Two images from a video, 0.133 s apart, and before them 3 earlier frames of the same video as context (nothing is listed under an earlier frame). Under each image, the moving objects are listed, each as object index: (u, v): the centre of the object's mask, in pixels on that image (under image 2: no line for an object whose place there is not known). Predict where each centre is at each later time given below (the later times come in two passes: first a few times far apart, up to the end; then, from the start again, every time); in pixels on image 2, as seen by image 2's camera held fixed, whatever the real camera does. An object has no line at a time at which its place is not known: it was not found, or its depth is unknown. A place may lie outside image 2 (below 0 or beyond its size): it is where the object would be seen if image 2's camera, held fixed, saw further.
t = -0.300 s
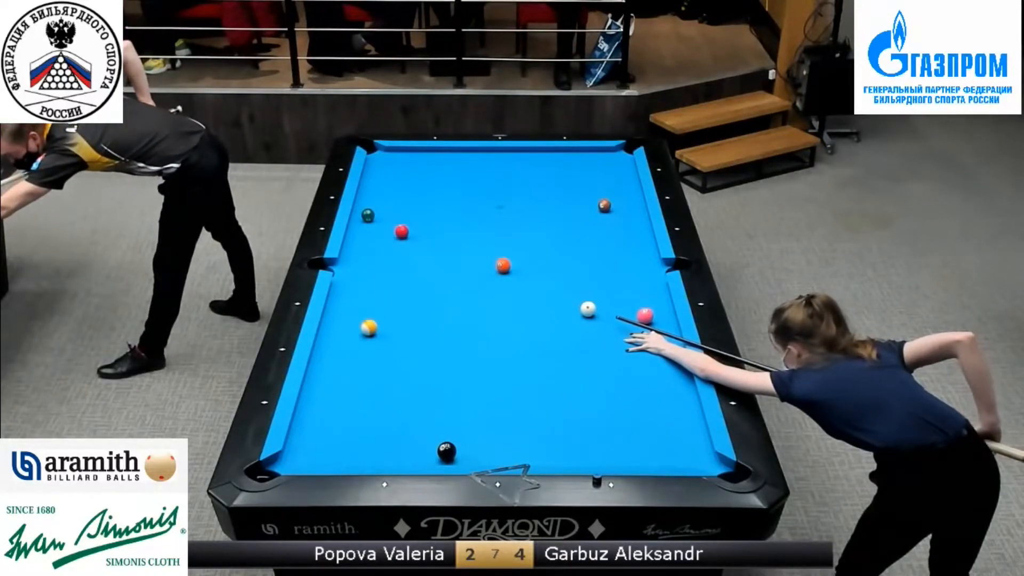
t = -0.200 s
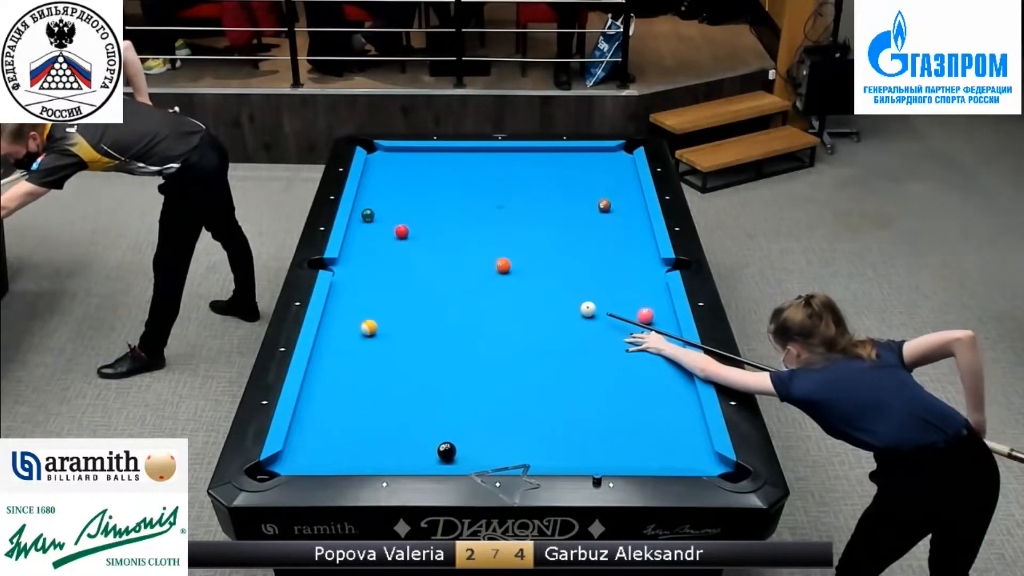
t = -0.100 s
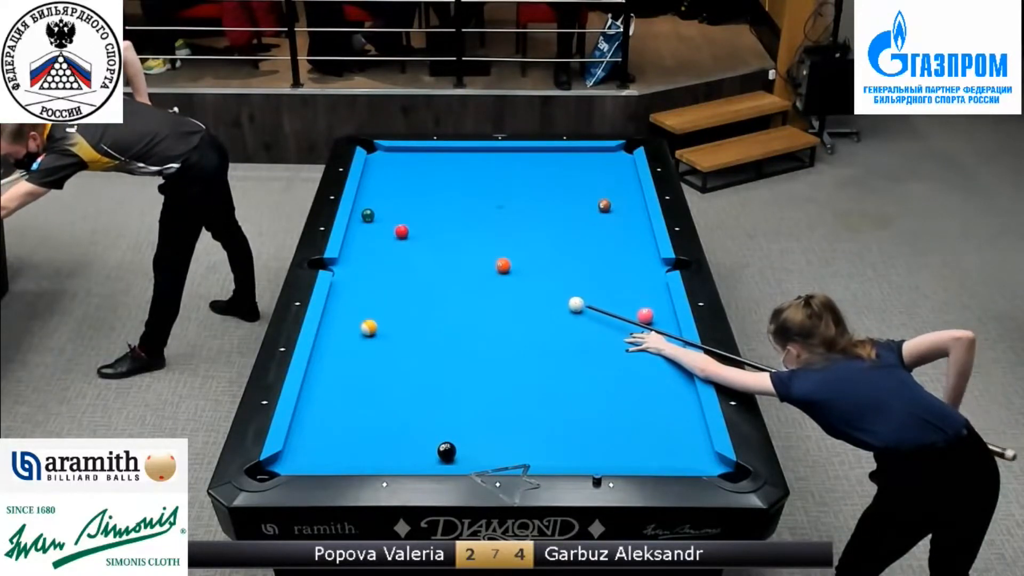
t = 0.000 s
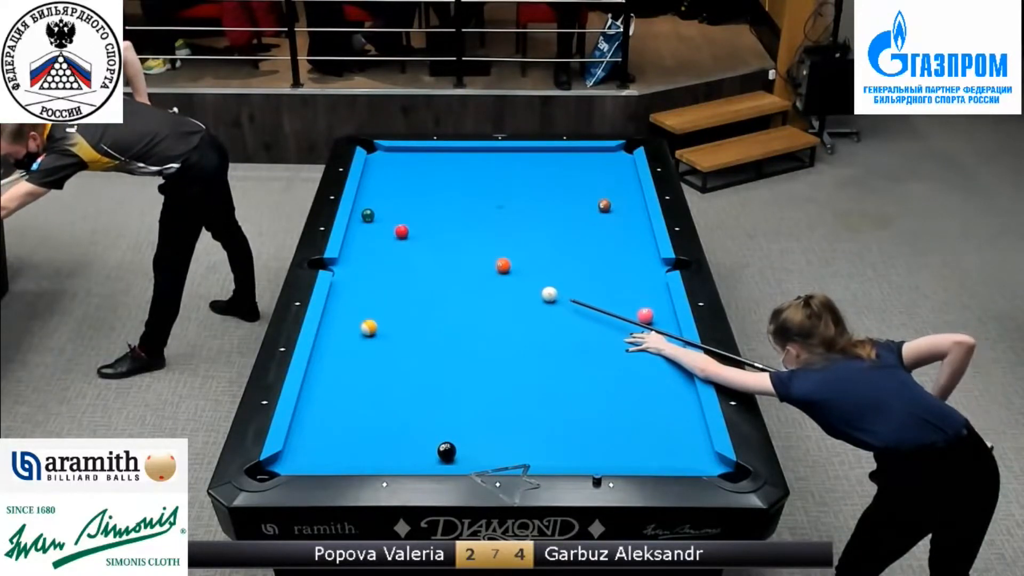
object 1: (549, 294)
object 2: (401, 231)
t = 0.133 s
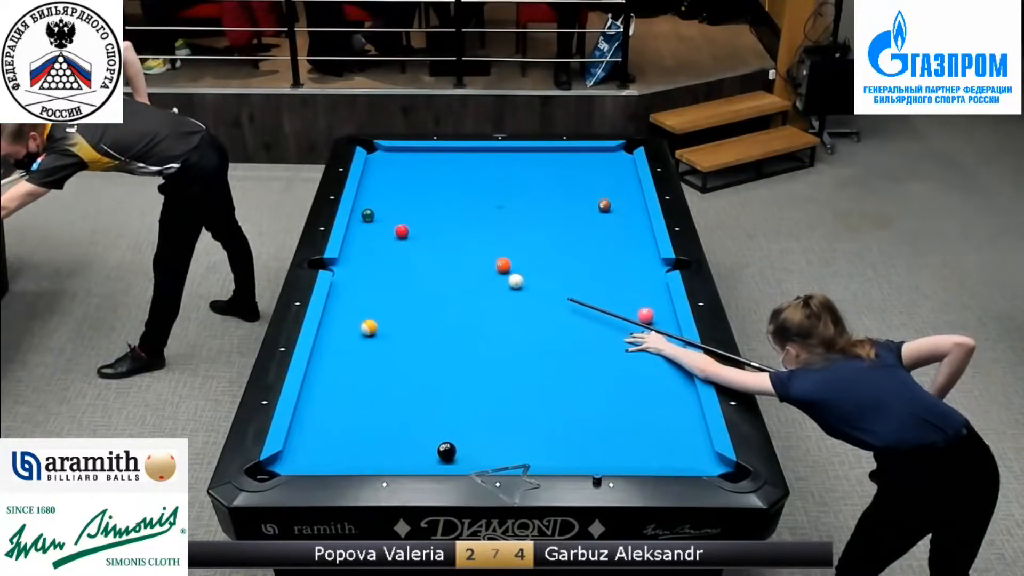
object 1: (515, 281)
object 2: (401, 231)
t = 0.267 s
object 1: (483, 269)
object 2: (401, 231)
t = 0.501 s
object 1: (431, 248)
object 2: (401, 231)
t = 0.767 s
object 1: (380, 238)
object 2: (397, 222)
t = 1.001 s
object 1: (357, 236)
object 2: (392, 209)
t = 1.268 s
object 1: (383, 235)
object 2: (386, 196)
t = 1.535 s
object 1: (407, 235)
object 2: (380, 184)
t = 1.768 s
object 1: (428, 234)
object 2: (376, 174)
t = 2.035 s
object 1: (450, 234)
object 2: (371, 164)
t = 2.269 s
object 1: (467, 234)
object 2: (373, 157)
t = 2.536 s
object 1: (487, 234)
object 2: (379, 149)
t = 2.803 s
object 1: (504, 234)
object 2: (373, 149)
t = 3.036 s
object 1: (519, 233)
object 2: (369, 149)
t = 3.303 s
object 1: (534, 233)
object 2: (370, 149)
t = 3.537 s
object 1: (546, 233)
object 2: (370, 149)
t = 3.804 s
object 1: (558, 233)
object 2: (370, 149)
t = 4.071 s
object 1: (569, 234)
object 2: (370, 148)
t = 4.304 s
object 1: (577, 233)
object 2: (370, 148)
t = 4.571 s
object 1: (585, 234)
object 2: (370, 148)
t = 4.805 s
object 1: (591, 233)
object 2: (370, 148)
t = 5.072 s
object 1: (597, 233)
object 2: (370, 148)
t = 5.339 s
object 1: (601, 234)
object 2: (370, 148)
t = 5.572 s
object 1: (603, 234)
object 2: (370, 148)
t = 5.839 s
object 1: (604, 233)
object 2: (370, 148)
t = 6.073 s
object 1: (604, 233)
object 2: (370, 149)
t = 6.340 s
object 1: (604, 233)
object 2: (370, 149)
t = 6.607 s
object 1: (604, 233)
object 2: (370, 149)
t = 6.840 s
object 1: (604, 233)
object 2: (370, 148)
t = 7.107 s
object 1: (604, 233)
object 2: (370, 149)
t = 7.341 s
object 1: (604, 233)
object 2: (370, 149)
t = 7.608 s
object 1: (604, 233)
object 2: (370, 149)
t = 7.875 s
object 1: (604, 233)
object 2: (370, 149)
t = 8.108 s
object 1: (604, 233)
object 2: (370, 149)
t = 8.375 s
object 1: (604, 233)
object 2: (370, 149)
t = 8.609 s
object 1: (604, 233)
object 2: (370, 149)
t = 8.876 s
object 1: (604, 233)
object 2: (370, 149)
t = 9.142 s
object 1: (604, 233)
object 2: (370, 149)
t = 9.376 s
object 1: (604, 233)
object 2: (370, 149)
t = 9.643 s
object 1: (604, 233)
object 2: (370, 149)
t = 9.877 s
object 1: (604, 233)
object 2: (370, 149)
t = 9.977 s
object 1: (604, 233)
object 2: (370, 149)
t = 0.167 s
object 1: (507, 278)
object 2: (401, 231)
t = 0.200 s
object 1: (499, 275)
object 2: (401, 231)
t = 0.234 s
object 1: (491, 272)
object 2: (401, 231)
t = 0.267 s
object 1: (483, 269)
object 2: (401, 231)
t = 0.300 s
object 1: (475, 266)
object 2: (401, 231)
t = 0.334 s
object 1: (468, 263)
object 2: (401, 231)
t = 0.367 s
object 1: (460, 260)
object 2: (401, 231)
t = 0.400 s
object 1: (453, 257)
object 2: (401, 231)
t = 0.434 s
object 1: (445, 254)
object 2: (401, 231)
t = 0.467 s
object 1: (438, 251)
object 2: (401, 231)
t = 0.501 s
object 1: (431, 248)
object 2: (401, 231)
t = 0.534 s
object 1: (424, 246)
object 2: (401, 231)
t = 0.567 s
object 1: (417, 243)
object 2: (401, 231)
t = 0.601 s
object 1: (410, 240)
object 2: (401, 230)
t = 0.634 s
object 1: (403, 238)
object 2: (400, 229)
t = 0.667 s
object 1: (397, 238)
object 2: (401, 227)
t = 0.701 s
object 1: (392, 238)
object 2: (399, 226)
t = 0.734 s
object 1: (385, 238)
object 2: (399, 224)
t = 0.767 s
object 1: (380, 238)
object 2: (397, 222)
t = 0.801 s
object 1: (374, 237)
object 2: (397, 220)
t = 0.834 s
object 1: (369, 237)
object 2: (396, 218)
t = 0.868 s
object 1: (363, 237)
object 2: (395, 216)
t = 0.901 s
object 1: (357, 236)
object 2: (394, 214)
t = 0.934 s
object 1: (352, 236)
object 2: (393, 213)
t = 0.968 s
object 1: (353, 236)
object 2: (392, 211)
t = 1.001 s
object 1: (357, 236)
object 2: (392, 209)
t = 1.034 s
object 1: (360, 236)
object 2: (391, 208)
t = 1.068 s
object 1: (364, 236)
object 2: (390, 206)
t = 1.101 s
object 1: (367, 236)
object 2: (390, 204)
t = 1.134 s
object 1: (370, 236)
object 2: (389, 203)
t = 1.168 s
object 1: (373, 235)
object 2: (388, 201)
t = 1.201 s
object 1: (376, 235)
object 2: (387, 199)
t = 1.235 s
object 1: (380, 235)
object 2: (387, 198)
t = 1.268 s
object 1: (383, 235)
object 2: (386, 196)
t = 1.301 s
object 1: (386, 235)
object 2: (385, 195)
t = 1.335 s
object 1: (389, 235)
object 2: (385, 193)
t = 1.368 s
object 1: (392, 235)
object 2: (384, 191)
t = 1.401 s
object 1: (395, 235)
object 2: (383, 190)
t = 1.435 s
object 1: (399, 235)
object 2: (383, 188)
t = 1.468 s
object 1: (401, 235)
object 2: (382, 187)
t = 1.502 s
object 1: (405, 235)
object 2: (381, 186)
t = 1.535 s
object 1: (407, 235)
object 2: (380, 184)
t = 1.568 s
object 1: (411, 235)
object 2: (380, 183)
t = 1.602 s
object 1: (413, 235)
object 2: (379, 181)
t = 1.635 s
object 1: (416, 235)
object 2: (379, 180)
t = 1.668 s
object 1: (419, 235)
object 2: (378, 179)
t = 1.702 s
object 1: (422, 234)
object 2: (377, 177)
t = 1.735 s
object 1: (425, 234)
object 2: (377, 176)
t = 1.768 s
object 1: (428, 234)
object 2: (376, 174)
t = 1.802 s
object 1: (431, 234)
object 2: (376, 173)
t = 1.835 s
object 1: (433, 234)
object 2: (375, 172)
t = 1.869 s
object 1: (436, 234)
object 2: (374, 170)
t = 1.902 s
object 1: (439, 234)
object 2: (374, 169)
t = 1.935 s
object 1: (442, 234)
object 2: (373, 168)
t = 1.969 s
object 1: (444, 234)
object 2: (372, 167)
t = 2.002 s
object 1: (447, 234)
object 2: (372, 166)
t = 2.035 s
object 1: (450, 234)
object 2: (371, 164)
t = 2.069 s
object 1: (452, 234)
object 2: (371, 163)
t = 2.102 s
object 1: (455, 234)
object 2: (370, 161)
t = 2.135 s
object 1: (457, 234)
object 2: (370, 161)
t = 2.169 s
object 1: (460, 234)
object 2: (371, 160)
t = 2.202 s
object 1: (462, 234)
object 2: (371, 159)
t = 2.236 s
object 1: (465, 234)
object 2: (372, 158)
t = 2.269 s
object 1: (467, 234)
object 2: (373, 157)
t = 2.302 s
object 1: (470, 234)
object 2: (373, 156)
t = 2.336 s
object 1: (472, 234)
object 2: (375, 155)
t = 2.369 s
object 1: (475, 233)
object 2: (376, 154)
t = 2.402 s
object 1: (477, 233)
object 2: (377, 153)
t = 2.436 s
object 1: (479, 234)
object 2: (377, 152)
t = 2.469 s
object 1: (482, 234)
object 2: (378, 151)
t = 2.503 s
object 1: (484, 233)
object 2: (378, 150)
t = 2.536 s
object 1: (487, 234)
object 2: (379, 149)
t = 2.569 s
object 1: (489, 234)
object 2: (379, 148)
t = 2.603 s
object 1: (491, 234)
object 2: (378, 148)
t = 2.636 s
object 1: (494, 234)
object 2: (377, 148)
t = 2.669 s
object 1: (496, 234)
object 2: (376, 149)
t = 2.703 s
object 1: (498, 234)
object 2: (376, 149)
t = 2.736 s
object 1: (500, 234)
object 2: (374, 149)
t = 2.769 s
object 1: (502, 233)
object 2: (373, 149)
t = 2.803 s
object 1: (504, 234)
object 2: (373, 149)
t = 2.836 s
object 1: (506, 234)
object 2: (372, 149)
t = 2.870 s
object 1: (509, 233)
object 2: (371, 149)
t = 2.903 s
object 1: (511, 234)
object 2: (370, 149)
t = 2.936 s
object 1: (512, 234)
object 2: (369, 149)
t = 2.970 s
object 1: (515, 234)
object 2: (369, 149)
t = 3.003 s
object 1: (517, 233)
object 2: (369, 149)
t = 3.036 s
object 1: (519, 233)
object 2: (369, 149)
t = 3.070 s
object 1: (521, 234)
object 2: (369, 149)
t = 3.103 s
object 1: (522, 234)
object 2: (369, 149)
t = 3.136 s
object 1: (524, 233)
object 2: (369, 149)
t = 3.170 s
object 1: (526, 233)
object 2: (369, 149)
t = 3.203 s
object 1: (528, 233)
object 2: (369, 149)
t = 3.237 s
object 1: (530, 233)
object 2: (369, 149)
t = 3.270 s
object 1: (532, 233)
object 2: (369, 149)
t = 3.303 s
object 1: (534, 233)
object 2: (370, 149)
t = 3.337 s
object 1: (535, 233)
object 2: (370, 149)
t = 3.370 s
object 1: (537, 233)
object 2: (370, 149)
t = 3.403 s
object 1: (539, 233)
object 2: (370, 149)
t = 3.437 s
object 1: (541, 233)
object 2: (370, 148)
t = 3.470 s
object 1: (542, 233)
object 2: (370, 148)
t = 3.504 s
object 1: (544, 234)
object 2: (370, 148)
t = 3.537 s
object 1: (546, 233)
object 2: (370, 149)
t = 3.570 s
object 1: (547, 233)
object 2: (370, 149)
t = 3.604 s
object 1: (549, 233)
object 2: (370, 149)
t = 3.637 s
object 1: (550, 234)
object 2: (370, 149)
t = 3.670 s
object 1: (552, 234)
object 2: (370, 149)
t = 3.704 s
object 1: (553, 233)
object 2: (370, 148)
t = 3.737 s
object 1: (555, 233)
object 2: (370, 149)
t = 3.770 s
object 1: (556, 234)
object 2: (370, 148)
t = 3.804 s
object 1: (558, 233)
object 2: (370, 149)
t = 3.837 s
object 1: (559, 234)
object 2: (370, 149)
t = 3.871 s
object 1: (561, 234)
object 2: (370, 149)
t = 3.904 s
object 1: (562, 234)
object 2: (370, 149)
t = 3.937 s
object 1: (564, 233)
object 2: (370, 148)
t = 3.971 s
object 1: (565, 234)
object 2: (370, 149)
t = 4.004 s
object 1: (566, 234)
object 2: (370, 149)
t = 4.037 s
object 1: (567, 234)
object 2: (370, 148)
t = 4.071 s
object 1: (569, 234)
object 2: (370, 148)
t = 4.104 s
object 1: (570, 234)
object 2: (370, 148)
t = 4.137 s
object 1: (571, 234)
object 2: (370, 148)
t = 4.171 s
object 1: (573, 234)
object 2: (370, 148)
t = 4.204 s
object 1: (574, 233)
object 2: (370, 149)
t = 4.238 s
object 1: (575, 234)
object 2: (370, 149)
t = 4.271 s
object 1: (576, 234)
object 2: (370, 148)
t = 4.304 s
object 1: (577, 233)
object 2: (370, 148)
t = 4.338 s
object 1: (578, 233)
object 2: (370, 148)
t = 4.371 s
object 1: (579, 233)
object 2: (370, 148)
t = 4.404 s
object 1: (580, 233)
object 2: (370, 149)
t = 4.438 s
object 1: (581, 233)
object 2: (370, 148)
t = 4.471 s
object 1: (582, 233)
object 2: (370, 148)
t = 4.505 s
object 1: (583, 233)
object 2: (370, 148)
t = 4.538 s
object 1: (584, 234)
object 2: (370, 148)
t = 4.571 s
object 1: (585, 234)
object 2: (370, 148)
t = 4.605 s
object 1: (586, 233)
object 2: (370, 148)
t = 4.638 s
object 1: (587, 233)
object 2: (370, 148)
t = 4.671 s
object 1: (588, 234)
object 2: (370, 148)
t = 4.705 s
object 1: (589, 233)
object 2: (370, 149)
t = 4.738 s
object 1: (590, 233)
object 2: (370, 149)
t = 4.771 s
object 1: (591, 233)
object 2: (370, 148)
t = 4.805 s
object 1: (591, 233)
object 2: (370, 148)
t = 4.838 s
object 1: (592, 233)
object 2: (370, 149)
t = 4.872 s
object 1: (593, 234)
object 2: (370, 149)
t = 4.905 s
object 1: (594, 233)
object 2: (370, 148)
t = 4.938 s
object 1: (594, 233)
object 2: (370, 149)
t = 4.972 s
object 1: (595, 233)
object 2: (370, 149)
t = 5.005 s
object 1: (596, 233)
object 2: (370, 148)
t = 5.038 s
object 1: (596, 233)
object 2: (370, 148)
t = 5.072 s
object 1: (597, 233)
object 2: (370, 148)
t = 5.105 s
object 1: (597, 233)
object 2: (370, 148)
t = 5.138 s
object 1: (598, 233)
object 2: (370, 149)
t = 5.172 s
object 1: (598, 233)
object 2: (370, 149)
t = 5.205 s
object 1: (599, 234)
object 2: (370, 148)
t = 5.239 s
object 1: (599, 234)
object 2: (370, 149)
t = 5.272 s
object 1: (600, 234)
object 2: (370, 148)
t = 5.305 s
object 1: (600, 234)
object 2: (370, 148)
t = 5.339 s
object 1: (601, 234)
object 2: (370, 148)
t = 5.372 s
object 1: (601, 234)
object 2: (370, 149)
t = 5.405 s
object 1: (602, 234)
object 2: (370, 148)
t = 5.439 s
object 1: (602, 234)
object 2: (370, 148)
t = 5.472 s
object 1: (602, 234)
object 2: (370, 148)
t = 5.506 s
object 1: (602, 233)
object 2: (370, 149)
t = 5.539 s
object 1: (603, 233)
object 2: (370, 149)
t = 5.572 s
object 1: (603, 234)
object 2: (370, 148)
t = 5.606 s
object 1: (603, 233)
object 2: (370, 148)
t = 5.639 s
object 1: (604, 234)
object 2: (370, 149)
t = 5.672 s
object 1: (604, 233)
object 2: (370, 149)
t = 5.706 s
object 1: (604, 234)
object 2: (370, 148)
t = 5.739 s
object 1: (604, 233)
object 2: (370, 149)
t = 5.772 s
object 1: (604, 233)
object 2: (370, 148)
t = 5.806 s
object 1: (604, 233)
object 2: (370, 149)
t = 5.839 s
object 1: (604, 233)
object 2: (370, 148)
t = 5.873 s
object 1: (604, 233)
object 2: (370, 148)
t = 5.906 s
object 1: (604, 233)
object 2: (370, 149)
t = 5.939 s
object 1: (604, 233)
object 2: (370, 149)
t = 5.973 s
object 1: (604, 233)
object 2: (370, 149)
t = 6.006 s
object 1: (604, 233)
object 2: (370, 148)
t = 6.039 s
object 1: (604, 233)
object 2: (370, 149)
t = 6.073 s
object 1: (604, 233)
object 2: (370, 149)
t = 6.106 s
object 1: (604, 233)
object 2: (370, 149)
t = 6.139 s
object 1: (604, 233)
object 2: (370, 149)
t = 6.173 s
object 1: (604, 233)
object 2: (370, 149)
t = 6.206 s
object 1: (604, 233)
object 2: (370, 148)
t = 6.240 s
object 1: (604, 233)
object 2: (370, 148)
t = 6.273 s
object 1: (604, 233)
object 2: (370, 149)
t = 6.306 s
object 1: (604, 233)
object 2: (370, 149)
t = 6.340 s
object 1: (604, 233)
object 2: (370, 149)
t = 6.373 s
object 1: (604, 233)
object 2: (370, 149)
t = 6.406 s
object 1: (604, 233)
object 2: (370, 149)
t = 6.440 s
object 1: (604, 233)
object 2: (370, 149)
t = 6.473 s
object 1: (604, 233)
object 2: (370, 148)
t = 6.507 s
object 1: (604, 233)
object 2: (370, 149)
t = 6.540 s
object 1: (604, 233)
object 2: (370, 148)
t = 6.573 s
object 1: (604, 233)
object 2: (370, 148)
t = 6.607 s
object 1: (604, 233)
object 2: (370, 149)
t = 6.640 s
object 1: (604, 233)
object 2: (370, 149)
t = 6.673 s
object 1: (604, 233)
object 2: (370, 149)
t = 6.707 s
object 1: (604, 233)
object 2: (370, 148)
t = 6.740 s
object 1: (604, 233)
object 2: (370, 149)
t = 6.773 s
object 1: (604, 233)
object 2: (370, 149)
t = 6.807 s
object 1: (604, 233)
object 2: (370, 148)
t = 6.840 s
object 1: (604, 233)
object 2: (370, 148)
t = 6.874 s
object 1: (604, 233)
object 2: (370, 149)
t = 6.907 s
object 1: (604, 233)
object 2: (370, 149)
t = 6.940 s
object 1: (604, 233)
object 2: (370, 148)
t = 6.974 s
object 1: (604, 233)
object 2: (370, 148)
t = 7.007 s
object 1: (604, 233)
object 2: (370, 149)
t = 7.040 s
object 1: (604, 233)
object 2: (370, 149)
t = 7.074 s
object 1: (604, 233)
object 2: (370, 149)
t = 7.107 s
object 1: (604, 233)
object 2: (370, 149)
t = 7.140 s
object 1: (604, 233)
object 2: (370, 148)
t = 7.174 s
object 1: (604, 233)
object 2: (370, 149)
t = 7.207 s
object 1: (604, 233)
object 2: (370, 149)
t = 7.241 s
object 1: (604, 233)
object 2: (370, 149)
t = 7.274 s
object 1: (604, 233)
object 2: (370, 148)
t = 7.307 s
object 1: (604, 233)
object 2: (370, 148)
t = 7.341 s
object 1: (604, 233)
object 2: (370, 149)
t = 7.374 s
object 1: (604, 233)
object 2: (370, 149)
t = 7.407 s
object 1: (604, 233)
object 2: (370, 149)
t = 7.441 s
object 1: (604, 233)
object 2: (370, 149)
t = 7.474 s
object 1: (604, 233)
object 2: (370, 149)
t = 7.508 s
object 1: (604, 233)
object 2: (370, 149)
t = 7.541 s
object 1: (604, 233)
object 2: (370, 149)
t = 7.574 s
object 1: (604, 233)
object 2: (370, 149)
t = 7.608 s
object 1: (604, 233)
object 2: (370, 149)
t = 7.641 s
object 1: (604, 233)
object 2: (370, 149)
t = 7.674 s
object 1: (604, 233)
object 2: (370, 149)
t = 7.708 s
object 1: (604, 233)
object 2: (370, 149)
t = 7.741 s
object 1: (604, 233)
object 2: (370, 149)
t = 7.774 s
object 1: (604, 233)
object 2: (370, 149)
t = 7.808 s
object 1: (604, 233)
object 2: (370, 149)
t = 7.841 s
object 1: (604, 233)
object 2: (370, 149)
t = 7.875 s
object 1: (604, 233)
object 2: (370, 149)
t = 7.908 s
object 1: (604, 233)
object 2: (370, 149)
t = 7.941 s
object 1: (604, 233)
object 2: (370, 149)
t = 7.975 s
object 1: (604, 233)
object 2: (370, 149)
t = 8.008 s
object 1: (604, 233)
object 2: (370, 149)
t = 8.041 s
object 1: (604, 233)
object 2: (370, 149)
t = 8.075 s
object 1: (604, 233)
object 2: (370, 149)
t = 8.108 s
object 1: (604, 233)
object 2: (370, 149)
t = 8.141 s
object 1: (604, 233)
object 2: (370, 149)
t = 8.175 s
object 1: (604, 233)
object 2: (370, 149)
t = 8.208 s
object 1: (604, 233)
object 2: (370, 149)
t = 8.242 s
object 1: (604, 233)
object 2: (370, 149)
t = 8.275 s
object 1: (604, 233)
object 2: (370, 149)
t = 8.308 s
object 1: (604, 233)
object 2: (370, 149)
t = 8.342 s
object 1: (604, 233)
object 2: (370, 149)
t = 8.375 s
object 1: (604, 233)
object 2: (370, 149)
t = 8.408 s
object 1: (604, 233)
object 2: (370, 149)
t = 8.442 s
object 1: (604, 233)
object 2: (370, 149)
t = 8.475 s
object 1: (604, 233)
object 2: (370, 149)
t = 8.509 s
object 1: (604, 233)
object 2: (370, 149)
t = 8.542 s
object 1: (604, 233)
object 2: (370, 149)
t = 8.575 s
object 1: (604, 233)
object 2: (370, 149)
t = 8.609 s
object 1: (604, 233)
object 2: (370, 149)
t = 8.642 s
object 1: (604, 233)
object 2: (370, 149)
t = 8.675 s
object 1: (604, 233)
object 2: (370, 149)
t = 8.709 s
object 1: (604, 233)
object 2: (370, 149)
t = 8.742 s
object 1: (604, 233)
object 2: (370, 149)
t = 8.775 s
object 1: (604, 233)
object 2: (370, 149)
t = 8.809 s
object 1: (604, 233)
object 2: (370, 149)
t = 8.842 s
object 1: (604, 233)
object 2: (370, 149)
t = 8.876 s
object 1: (604, 233)
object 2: (370, 149)
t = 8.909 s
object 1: (604, 233)
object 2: (370, 149)
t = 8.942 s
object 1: (604, 233)
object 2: (370, 149)
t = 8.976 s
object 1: (604, 233)
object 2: (370, 149)
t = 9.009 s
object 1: (604, 233)
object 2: (370, 149)
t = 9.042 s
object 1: (604, 233)
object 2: (370, 149)
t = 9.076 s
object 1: (604, 233)
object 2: (370, 149)
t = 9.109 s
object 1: (604, 233)
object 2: (370, 149)
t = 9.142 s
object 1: (604, 233)
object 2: (370, 149)
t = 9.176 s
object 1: (604, 233)
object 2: (370, 149)
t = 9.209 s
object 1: (604, 233)
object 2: (370, 149)
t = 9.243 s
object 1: (604, 233)
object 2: (370, 149)
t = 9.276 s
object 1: (604, 233)
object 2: (370, 149)
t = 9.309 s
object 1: (604, 233)
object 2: (370, 149)
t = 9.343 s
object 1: (604, 233)
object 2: (370, 149)
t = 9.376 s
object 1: (604, 233)
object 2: (370, 149)
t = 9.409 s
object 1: (604, 233)
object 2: (370, 149)
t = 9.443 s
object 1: (604, 233)
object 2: (370, 149)
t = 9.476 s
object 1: (604, 233)
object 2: (370, 149)
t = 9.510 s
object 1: (604, 233)
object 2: (370, 149)
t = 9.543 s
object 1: (604, 233)
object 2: (370, 149)
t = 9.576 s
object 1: (604, 233)
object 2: (370, 149)
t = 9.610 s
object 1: (604, 233)
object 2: (370, 149)
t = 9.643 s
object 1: (604, 233)
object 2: (370, 149)
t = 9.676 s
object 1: (604, 233)
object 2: (370, 149)
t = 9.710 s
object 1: (604, 233)
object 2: (370, 149)
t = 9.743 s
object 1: (604, 233)
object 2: (370, 149)
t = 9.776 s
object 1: (604, 233)
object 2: (370, 149)
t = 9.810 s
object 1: (604, 233)
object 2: (370, 149)
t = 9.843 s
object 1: (604, 233)
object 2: (370, 149)
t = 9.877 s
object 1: (604, 233)
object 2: (370, 149)
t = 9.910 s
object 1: (604, 233)
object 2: (370, 149)
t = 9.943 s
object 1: (604, 233)
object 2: (370, 149)
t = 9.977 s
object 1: (604, 233)
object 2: (370, 149)
